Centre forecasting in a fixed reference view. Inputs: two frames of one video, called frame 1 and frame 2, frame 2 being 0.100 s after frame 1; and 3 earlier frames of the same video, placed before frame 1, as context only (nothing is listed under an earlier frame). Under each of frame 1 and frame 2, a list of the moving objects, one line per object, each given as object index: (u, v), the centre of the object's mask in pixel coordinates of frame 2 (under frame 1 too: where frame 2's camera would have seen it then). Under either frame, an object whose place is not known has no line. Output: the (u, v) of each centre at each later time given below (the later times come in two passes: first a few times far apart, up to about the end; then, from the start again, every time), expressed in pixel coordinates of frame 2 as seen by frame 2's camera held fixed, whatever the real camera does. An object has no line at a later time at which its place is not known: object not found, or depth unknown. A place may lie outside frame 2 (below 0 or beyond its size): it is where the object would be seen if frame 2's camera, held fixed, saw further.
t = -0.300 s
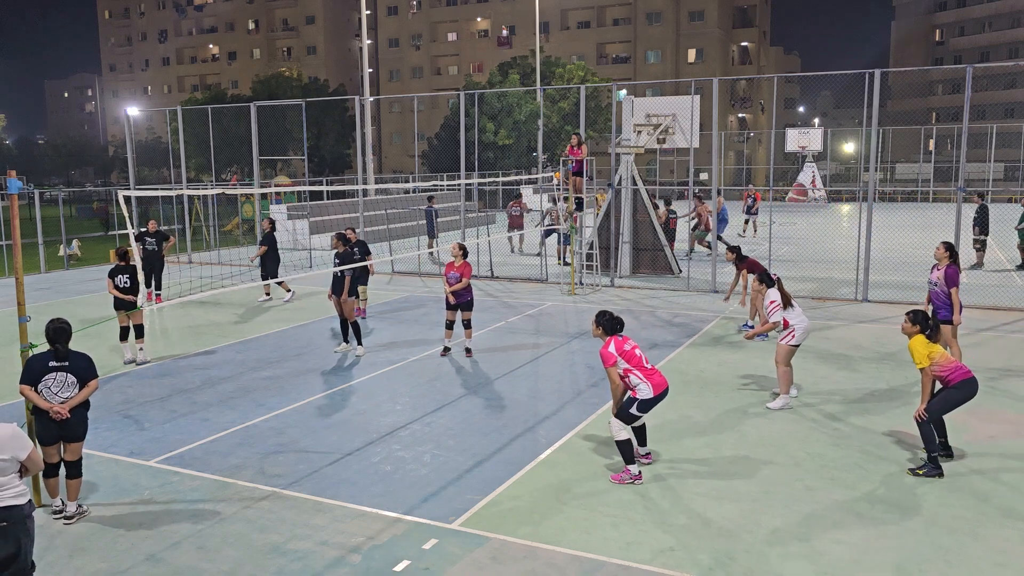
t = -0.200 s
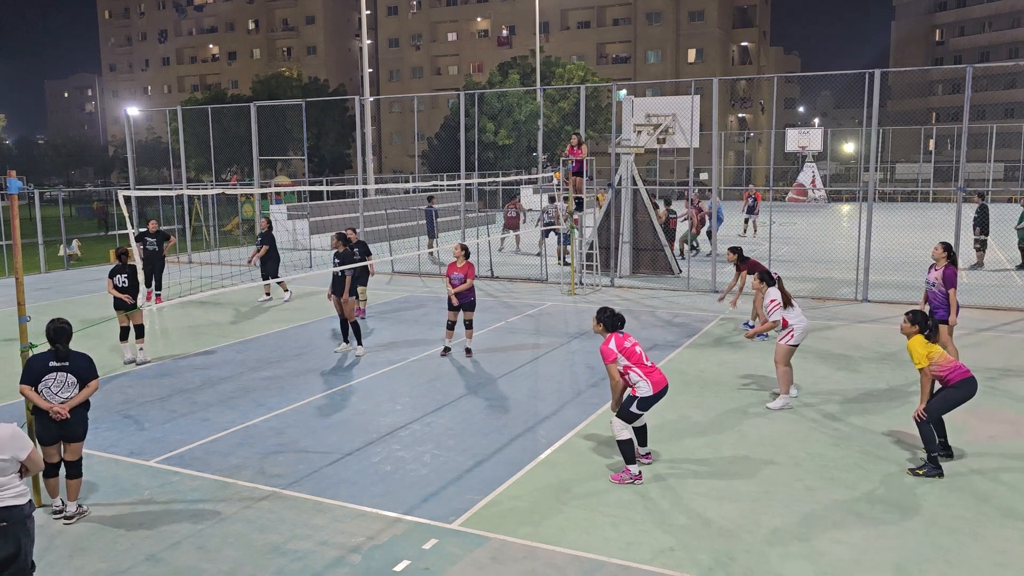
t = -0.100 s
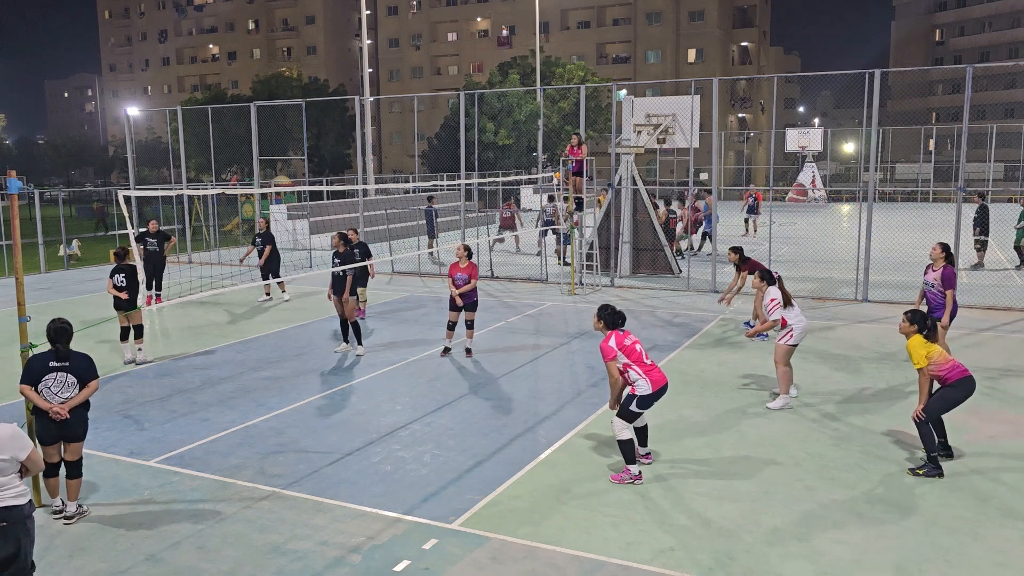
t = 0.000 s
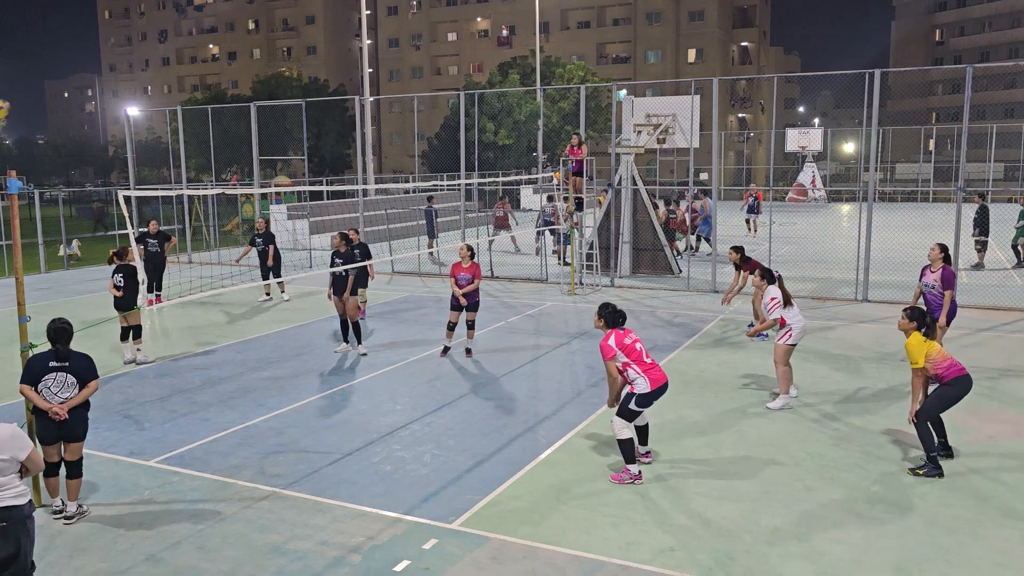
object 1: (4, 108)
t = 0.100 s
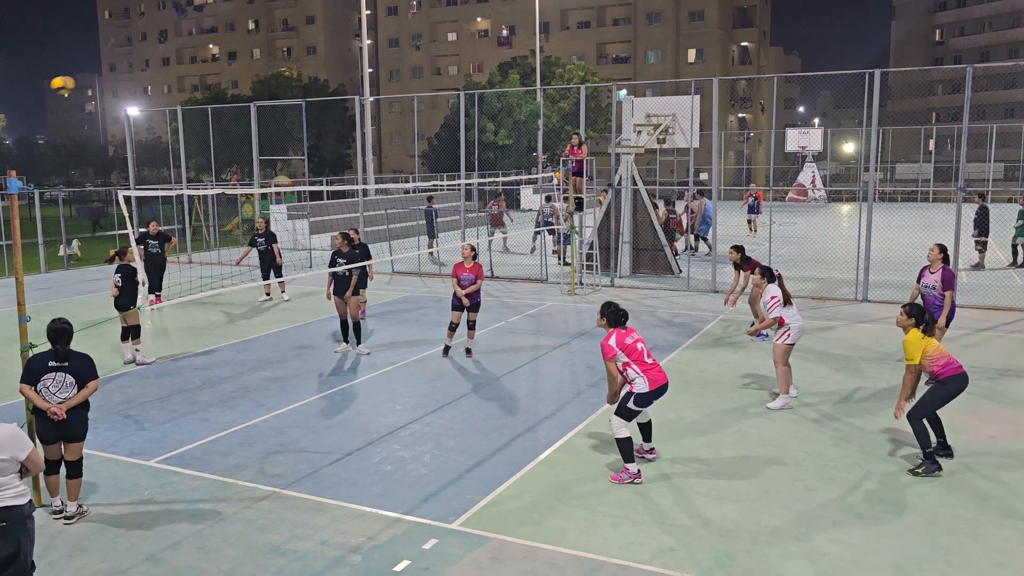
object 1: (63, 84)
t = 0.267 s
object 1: (177, 63)
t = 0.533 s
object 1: (381, 79)
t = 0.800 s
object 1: (609, 167)
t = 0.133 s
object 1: (85, 78)
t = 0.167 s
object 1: (107, 73)
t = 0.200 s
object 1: (130, 69)
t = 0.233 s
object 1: (153, 66)
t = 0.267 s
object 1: (177, 63)
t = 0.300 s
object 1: (201, 62)
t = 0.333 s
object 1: (226, 62)
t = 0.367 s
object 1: (251, 62)
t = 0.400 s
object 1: (276, 63)
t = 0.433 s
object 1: (302, 66)
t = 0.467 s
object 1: (328, 69)
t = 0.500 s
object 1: (354, 74)
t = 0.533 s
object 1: (381, 79)
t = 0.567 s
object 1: (408, 85)
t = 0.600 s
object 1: (436, 93)
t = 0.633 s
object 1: (463, 103)
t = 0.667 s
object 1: (493, 113)
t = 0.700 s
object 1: (521, 124)
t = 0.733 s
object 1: (551, 138)
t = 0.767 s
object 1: (582, 151)
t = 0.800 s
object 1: (609, 167)
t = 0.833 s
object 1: (643, 185)
